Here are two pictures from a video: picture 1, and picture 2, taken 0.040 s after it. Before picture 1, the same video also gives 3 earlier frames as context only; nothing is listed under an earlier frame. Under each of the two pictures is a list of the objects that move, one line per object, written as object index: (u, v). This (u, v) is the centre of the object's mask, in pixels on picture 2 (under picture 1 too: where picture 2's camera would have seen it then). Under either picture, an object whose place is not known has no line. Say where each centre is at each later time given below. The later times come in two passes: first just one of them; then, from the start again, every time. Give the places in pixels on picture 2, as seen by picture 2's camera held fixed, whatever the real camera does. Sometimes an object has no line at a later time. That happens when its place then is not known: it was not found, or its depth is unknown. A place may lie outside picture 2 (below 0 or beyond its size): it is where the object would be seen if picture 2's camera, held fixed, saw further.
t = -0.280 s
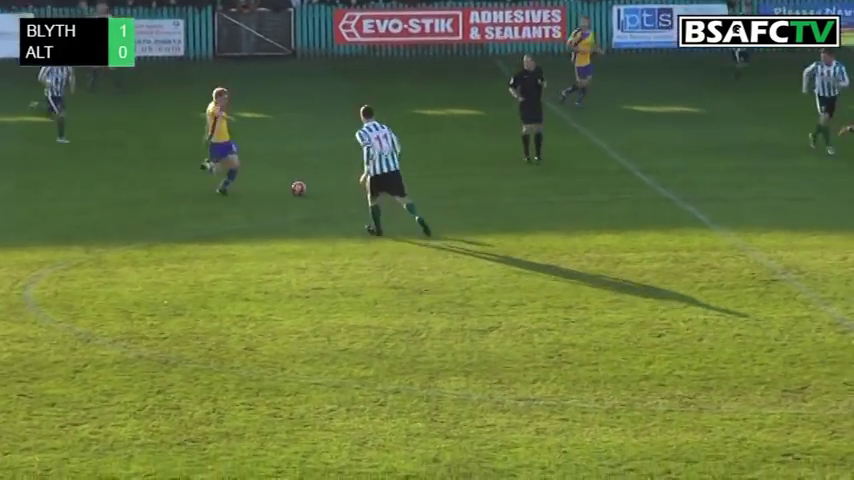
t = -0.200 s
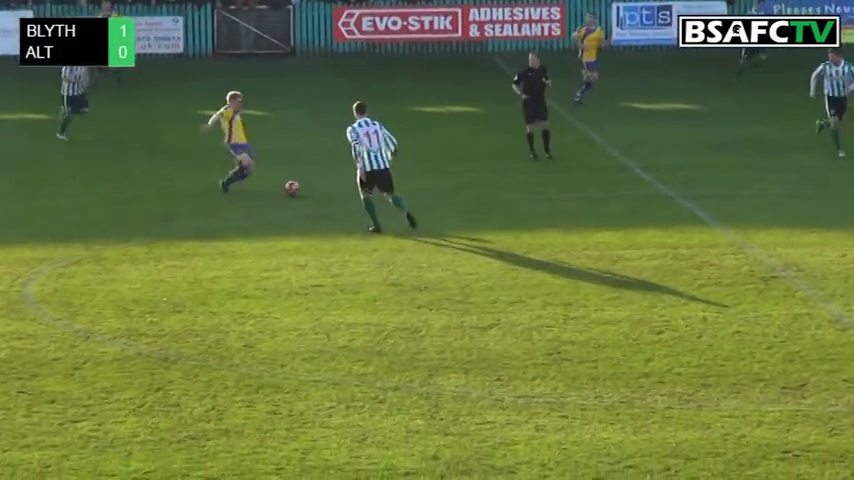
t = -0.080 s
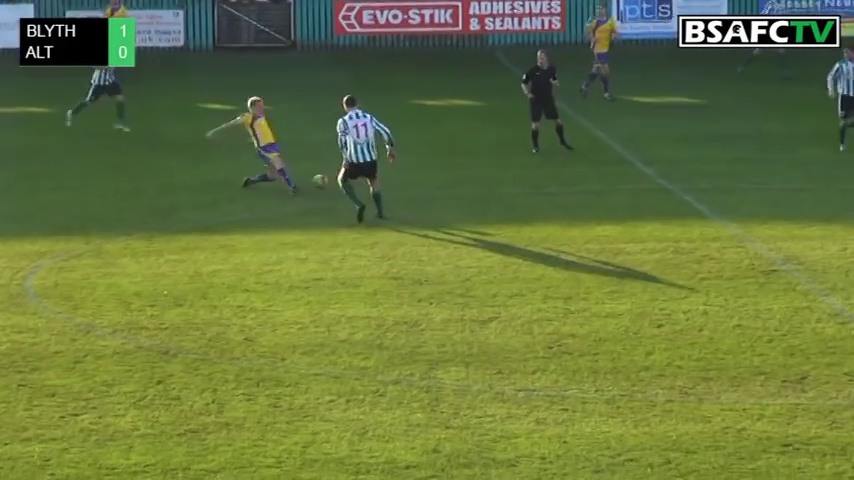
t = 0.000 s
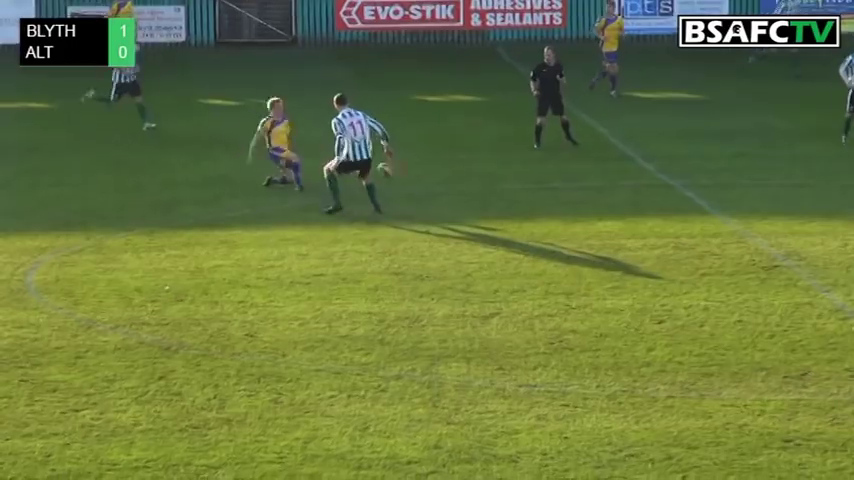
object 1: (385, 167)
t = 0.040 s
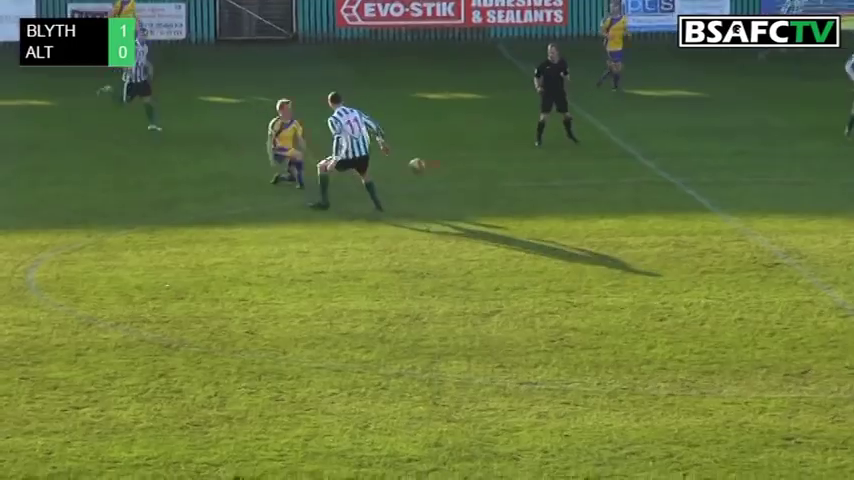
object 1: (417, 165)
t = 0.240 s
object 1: (576, 172)
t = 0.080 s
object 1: (449, 163)
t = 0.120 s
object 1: (481, 165)
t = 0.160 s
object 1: (513, 165)
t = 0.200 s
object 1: (546, 169)
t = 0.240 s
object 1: (576, 172)
